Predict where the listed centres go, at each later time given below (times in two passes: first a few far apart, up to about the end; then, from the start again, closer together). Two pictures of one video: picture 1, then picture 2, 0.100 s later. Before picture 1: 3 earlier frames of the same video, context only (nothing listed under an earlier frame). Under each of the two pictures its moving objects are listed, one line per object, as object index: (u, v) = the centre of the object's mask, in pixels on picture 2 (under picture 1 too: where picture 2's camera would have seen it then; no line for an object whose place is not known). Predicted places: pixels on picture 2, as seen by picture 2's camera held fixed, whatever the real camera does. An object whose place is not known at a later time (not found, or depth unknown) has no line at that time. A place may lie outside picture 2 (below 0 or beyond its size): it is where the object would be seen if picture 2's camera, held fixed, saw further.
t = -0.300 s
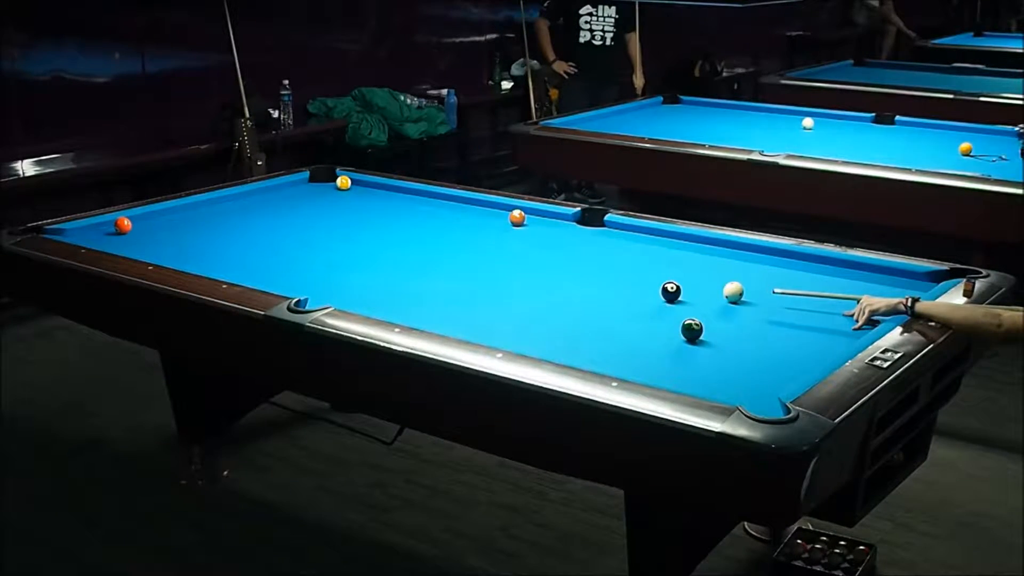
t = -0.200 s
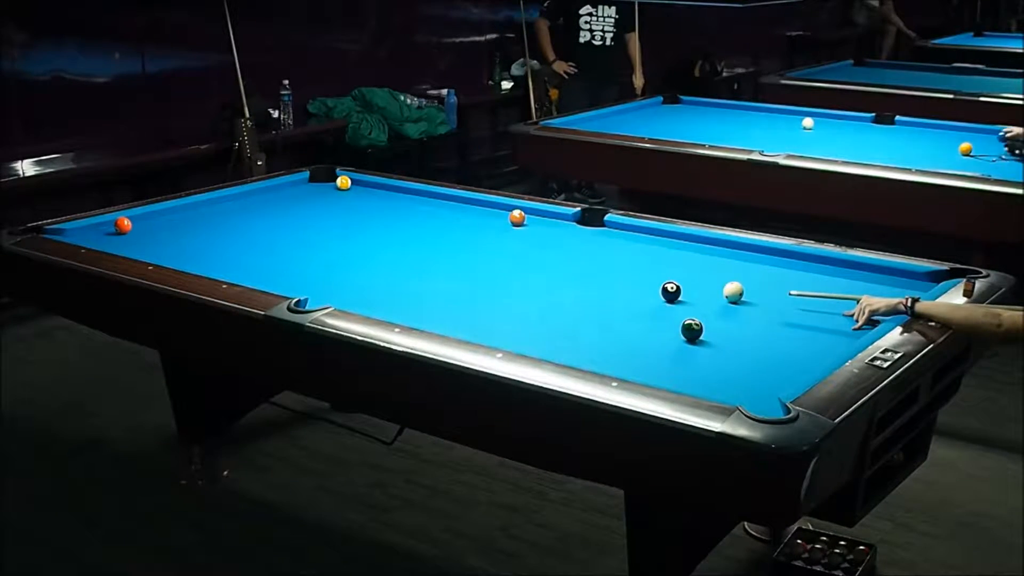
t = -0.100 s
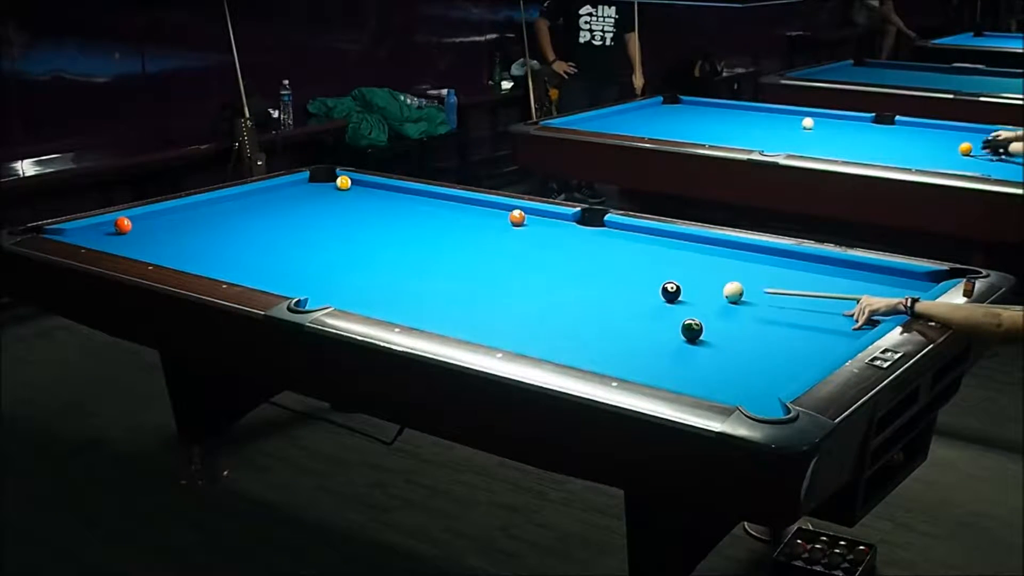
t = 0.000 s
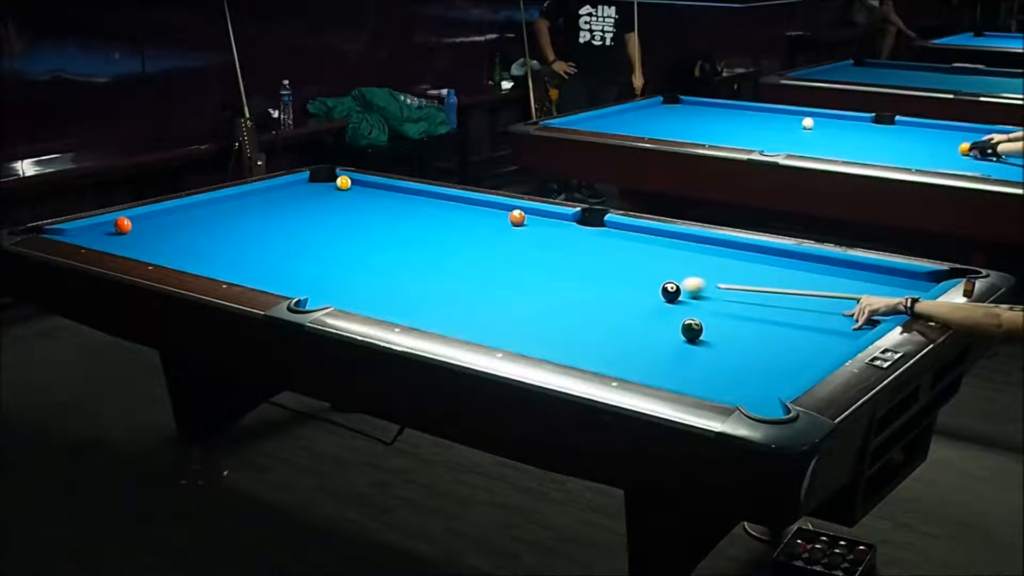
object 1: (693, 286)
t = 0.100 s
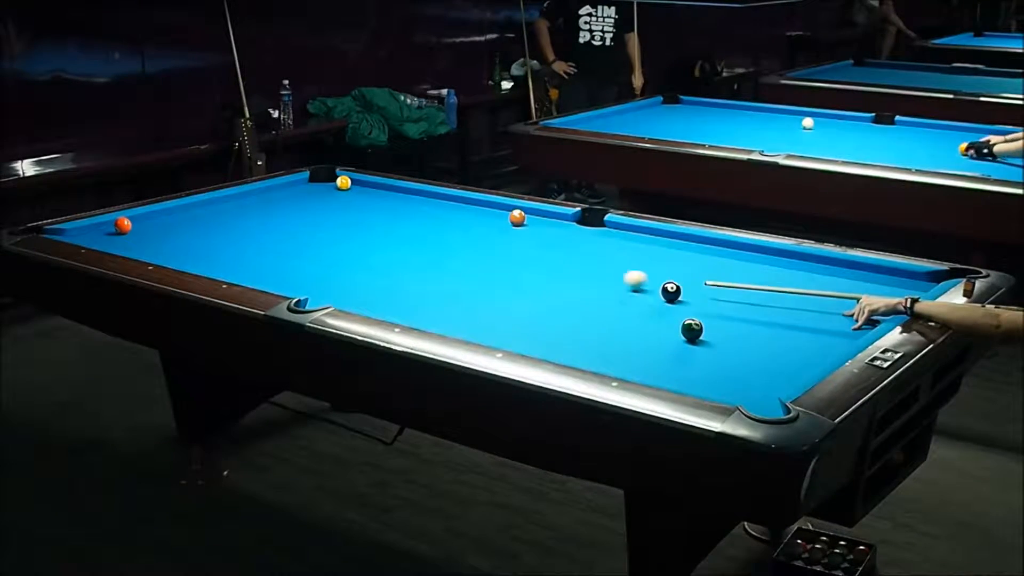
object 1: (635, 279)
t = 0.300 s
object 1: (526, 267)
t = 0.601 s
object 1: (378, 250)
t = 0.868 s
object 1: (259, 237)
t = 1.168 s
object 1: (139, 223)
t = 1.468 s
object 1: (178, 225)
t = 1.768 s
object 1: (227, 232)
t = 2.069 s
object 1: (276, 239)
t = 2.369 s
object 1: (325, 246)
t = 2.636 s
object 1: (368, 252)
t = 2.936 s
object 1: (415, 259)
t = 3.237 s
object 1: (462, 267)
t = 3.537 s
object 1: (509, 274)
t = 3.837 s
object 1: (555, 281)
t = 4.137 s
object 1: (601, 289)
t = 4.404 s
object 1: (642, 295)
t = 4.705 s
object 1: (686, 302)
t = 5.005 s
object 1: (730, 309)
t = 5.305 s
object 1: (772, 315)
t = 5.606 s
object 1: (814, 322)
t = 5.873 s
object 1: (849, 327)
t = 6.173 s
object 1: (853, 327)
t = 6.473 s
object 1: (836, 322)
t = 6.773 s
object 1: (822, 319)
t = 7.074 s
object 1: (811, 315)
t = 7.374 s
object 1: (802, 314)
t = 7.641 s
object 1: (797, 312)
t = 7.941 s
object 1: (793, 311)
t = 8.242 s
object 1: (792, 311)
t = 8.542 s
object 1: (792, 311)
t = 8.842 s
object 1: (792, 311)
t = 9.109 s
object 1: (792, 311)
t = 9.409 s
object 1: (792, 311)
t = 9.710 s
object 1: (792, 311)
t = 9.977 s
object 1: (792, 311)
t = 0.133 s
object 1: (616, 277)
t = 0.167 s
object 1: (598, 276)
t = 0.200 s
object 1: (580, 273)
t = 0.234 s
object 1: (562, 271)
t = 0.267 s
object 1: (544, 270)
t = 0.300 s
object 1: (526, 267)
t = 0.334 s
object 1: (509, 265)
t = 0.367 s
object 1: (492, 263)
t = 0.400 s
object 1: (475, 261)
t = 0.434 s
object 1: (459, 259)
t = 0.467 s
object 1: (443, 257)
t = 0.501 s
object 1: (426, 255)
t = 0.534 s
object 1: (410, 254)
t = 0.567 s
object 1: (394, 252)
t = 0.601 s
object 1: (378, 250)
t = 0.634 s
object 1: (363, 248)
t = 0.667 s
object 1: (348, 247)
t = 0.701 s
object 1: (333, 245)
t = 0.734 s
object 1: (318, 243)
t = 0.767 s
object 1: (303, 241)
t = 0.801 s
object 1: (288, 240)
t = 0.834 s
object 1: (274, 238)
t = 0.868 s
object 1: (259, 237)
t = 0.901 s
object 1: (245, 235)
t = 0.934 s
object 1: (231, 234)
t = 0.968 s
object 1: (218, 232)
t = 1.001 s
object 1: (204, 230)
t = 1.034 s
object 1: (191, 229)
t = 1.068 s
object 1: (177, 227)
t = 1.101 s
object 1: (164, 226)
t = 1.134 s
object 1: (151, 225)
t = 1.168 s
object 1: (139, 223)
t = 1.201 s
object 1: (133, 221)
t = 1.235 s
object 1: (130, 219)
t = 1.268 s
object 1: (138, 220)
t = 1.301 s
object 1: (146, 221)
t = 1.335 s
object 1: (153, 222)
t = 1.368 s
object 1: (161, 223)
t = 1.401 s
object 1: (167, 224)
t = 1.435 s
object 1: (173, 224)
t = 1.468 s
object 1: (178, 225)
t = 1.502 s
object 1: (184, 226)
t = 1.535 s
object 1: (189, 227)
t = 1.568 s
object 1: (195, 227)
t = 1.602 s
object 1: (200, 228)
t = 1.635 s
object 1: (205, 229)
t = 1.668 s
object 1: (211, 229)
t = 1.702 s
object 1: (217, 230)
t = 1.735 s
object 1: (222, 232)
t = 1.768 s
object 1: (227, 232)
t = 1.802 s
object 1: (233, 233)
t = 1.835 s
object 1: (238, 234)
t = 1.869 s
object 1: (243, 234)
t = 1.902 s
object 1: (249, 235)
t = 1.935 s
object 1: (254, 236)
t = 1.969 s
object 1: (260, 237)
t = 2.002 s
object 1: (265, 237)
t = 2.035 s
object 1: (271, 238)
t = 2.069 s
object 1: (276, 239)
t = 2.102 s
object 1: (281, 240)
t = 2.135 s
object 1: (287, 240)
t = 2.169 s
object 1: (292, 241)
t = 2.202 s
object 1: (298, 242)
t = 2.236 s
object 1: (303, 243)
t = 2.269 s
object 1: (308, 244)
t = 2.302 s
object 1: (314, 244)
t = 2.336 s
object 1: (319, 245)
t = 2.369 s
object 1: (325, 246)
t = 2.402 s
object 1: (330, 247)
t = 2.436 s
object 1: (335, 248)
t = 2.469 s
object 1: (341, 248)
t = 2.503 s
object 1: (346, 249)
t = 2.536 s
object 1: (352, 250)
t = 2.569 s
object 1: (357, 251)
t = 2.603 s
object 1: (362, 251)
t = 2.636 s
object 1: (368, 252)
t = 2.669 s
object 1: (373, 253)
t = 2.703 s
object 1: (378, 253)
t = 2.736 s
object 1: (384, 254)
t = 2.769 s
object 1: (389, 255)
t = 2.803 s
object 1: (394, 256)
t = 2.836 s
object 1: (399, 257)
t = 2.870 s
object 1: (404, 258)
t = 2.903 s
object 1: (410, 259)
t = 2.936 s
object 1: (415, 259)
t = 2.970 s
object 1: (421, 260)
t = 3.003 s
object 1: (426, 261)
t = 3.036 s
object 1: (431, 262)
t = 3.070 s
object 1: (436, 262)
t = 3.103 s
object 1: (442, 263)
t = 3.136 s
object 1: (447, 264)
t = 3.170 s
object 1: (452, 265)
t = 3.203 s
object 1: (457, 266)
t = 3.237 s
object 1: (462, 267)
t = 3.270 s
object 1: (468, 268)
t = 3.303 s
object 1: (473, 268)
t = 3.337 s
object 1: (478, 269)
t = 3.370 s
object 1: (484, 270)
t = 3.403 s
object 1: (489, 270)
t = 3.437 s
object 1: (494, 272)
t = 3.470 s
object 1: (498, 272)
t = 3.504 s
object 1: (504, 273)
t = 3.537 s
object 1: (509, 274)
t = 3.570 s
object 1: (514, 275)
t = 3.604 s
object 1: (520, 275)
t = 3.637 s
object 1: (525, 276)
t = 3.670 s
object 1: (530, 277)
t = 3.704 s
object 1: (535, 278)
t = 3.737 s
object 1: (540, 279)
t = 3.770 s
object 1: (545, 280)
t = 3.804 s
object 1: (550, 281)
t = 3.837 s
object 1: (555, 281)
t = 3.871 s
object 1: (561, 282)
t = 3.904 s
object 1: (566, 283)
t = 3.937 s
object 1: (571, 284)
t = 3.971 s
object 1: (576, 284)
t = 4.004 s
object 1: (581, 285)
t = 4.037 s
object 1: (586, 286)
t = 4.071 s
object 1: (591, 287)
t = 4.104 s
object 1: (596, 288)
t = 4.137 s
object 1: (601, 289)
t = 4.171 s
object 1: (606, 290)
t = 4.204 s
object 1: (612, 290)
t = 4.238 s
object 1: (617, 291)
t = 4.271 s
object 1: (622, 292)
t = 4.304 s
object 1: (627, 292)
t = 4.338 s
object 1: (632, 293)
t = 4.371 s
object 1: (637, 294)
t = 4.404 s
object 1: (642, 295)
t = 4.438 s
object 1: (647, 296)
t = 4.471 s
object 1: (651, 296)
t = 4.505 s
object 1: (656, 297)
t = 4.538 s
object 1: (662, 298)
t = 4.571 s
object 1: (667, 299)
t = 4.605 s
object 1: (671, 299)
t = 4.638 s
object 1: (676, 300)
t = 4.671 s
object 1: (681, 301)
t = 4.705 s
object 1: (686, 302)
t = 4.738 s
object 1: (691, 303)
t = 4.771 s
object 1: (696, 303)
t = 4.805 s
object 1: (701, 304)
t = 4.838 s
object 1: (706, 305)
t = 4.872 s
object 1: (711, 305)
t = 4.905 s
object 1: (715, 306)
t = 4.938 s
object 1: (720, 307)
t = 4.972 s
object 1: (725, 308)
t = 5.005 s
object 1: (730, 309)
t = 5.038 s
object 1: (734, 310)
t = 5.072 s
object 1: (739, 310)
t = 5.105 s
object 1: (744, 311)
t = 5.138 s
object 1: (749, 312)
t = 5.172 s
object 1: (754, 313)
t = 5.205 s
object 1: (758, 313)
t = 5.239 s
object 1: (763, 314)
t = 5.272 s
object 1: (768, 315)
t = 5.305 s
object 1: (772, 315)
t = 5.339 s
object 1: (777, 316)
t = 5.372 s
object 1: (782, 317)
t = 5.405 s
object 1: (786, 317)
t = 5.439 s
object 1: (791, 318)
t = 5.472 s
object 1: (796, 319)
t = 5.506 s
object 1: (800, 319)
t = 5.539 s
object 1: (805, 320)
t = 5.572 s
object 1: (809, 321)
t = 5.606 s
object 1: (814, 322)
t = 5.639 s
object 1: (818, 322)
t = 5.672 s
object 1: (823, 323)
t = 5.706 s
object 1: (827, 324)
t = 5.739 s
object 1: (832, 325)
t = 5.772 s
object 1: (836, 325)
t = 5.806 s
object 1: (840, 326)
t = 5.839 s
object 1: (845, 327)
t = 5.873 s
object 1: (849, 327)
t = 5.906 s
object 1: (853, 328)
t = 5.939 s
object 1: (857, 328)
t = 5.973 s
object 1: (861, 327)
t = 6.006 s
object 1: (863, 327)
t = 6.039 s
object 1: (861, 327)
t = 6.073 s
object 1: (859, 327)
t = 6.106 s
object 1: (857, 327)
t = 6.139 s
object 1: (855, 327)
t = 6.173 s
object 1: (853, 327)
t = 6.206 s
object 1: (851, 326)
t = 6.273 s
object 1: (847, 325)
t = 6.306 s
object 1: (845, 325)
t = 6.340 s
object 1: (843, 324)
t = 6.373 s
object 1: (841, 324)
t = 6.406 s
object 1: (840, 323)
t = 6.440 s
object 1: (838, 323)
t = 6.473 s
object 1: (836, 322)
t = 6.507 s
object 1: (834, 322)
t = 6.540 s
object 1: (833, 321)
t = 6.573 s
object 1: (831, 321)
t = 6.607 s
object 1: (830, 320)
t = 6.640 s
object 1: (828, 320)
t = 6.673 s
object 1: (827, 320)
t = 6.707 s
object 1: (825, 319)
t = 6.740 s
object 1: (824, 319)
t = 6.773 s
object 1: (822, 319)
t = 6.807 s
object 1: (821, 318)
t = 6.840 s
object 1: (820, 318)
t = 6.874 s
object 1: (818, 317)
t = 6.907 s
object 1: (817, 317)
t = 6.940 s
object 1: (816, 317)
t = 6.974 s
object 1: (815, 316)
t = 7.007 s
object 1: (813, 316)
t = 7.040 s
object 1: (812, 316)
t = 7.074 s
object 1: (811, 315)
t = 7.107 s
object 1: (810, 315)
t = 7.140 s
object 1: (809, 315)
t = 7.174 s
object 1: (808, 315)
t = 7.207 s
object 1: (807, 315)
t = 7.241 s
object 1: (806, 314)
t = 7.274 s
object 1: (805, 314)
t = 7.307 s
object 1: (804, 314)
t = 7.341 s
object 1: (803, 314)
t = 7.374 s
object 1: (802, 314)
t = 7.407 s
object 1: (802, 313)
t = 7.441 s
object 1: (801, 313)
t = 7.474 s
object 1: (800, 313)
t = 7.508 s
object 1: (799, 313)
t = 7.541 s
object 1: (799, 313)
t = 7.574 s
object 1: (798, 312)
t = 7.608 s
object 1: (797, 312)
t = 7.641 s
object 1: (797, 312)
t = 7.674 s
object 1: (796, 312)
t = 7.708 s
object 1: (796, 312)
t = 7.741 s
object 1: (795, 312)
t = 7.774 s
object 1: (795, 312)
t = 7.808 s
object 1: (794, 312)
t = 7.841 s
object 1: (794, 312)
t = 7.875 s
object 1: (794, 312)
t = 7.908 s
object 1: (793, 311)
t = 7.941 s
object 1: (793, 311)
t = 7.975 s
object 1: (793, 311)
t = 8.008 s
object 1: (792, 311)
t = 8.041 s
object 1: (792, 311)
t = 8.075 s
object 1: (792, 311)
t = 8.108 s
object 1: (792, 311)
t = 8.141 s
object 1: (792, 311)
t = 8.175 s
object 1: (792, 310)
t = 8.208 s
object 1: (792, 310)
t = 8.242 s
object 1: (792, 311)
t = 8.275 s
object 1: (792, 311)
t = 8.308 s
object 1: (792, 311)
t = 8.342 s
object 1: (792, 310)
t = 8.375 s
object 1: (792, 311)
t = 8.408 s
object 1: (792, 311)
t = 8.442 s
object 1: (792, 311)
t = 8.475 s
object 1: (792, 311)
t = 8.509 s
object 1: (792, 310)
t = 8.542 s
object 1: (792, 311)
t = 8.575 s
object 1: (792, 311)
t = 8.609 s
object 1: (792, 311)
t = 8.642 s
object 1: (792, 311)
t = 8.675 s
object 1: (792, 311)
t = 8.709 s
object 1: (792, 311)
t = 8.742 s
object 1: (792, 311)
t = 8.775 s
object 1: (792, 311)
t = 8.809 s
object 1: (792, 311)
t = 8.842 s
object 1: (792, 311)
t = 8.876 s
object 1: (792, 311)
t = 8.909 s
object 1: (792, 311)
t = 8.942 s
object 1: (792, 311)
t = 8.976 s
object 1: (792, 311)
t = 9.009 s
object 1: (792, 311)
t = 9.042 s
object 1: (792, 311)
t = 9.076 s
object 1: (792, 311)
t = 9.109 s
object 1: (792, 311)
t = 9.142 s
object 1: (792, 311)
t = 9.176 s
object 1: (792, 311)
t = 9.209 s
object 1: (792, 311)
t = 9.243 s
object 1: (792, 311)
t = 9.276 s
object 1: (792, 311)
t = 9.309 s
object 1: (792, 311)
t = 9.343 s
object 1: (792, 311)
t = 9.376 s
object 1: (792, 311)
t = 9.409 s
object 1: (792, 311)
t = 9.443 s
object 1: (792, 311)
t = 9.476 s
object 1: (792, 311)
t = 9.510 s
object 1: (792, 311)
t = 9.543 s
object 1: (792, 311)
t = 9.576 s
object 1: (792, 311)
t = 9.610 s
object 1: (792, 311)
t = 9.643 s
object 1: (792, 311)
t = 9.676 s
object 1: (792, 311)
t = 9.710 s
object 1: (792, 311)
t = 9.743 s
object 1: (792, 311)
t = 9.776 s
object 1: (792, 311)
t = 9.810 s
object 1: (792, 311)
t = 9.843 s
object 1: (792, 311)
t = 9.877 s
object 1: (792, 311)
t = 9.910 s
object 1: (792, 311)
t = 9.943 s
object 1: (792, 311)
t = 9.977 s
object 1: (792, 311)
